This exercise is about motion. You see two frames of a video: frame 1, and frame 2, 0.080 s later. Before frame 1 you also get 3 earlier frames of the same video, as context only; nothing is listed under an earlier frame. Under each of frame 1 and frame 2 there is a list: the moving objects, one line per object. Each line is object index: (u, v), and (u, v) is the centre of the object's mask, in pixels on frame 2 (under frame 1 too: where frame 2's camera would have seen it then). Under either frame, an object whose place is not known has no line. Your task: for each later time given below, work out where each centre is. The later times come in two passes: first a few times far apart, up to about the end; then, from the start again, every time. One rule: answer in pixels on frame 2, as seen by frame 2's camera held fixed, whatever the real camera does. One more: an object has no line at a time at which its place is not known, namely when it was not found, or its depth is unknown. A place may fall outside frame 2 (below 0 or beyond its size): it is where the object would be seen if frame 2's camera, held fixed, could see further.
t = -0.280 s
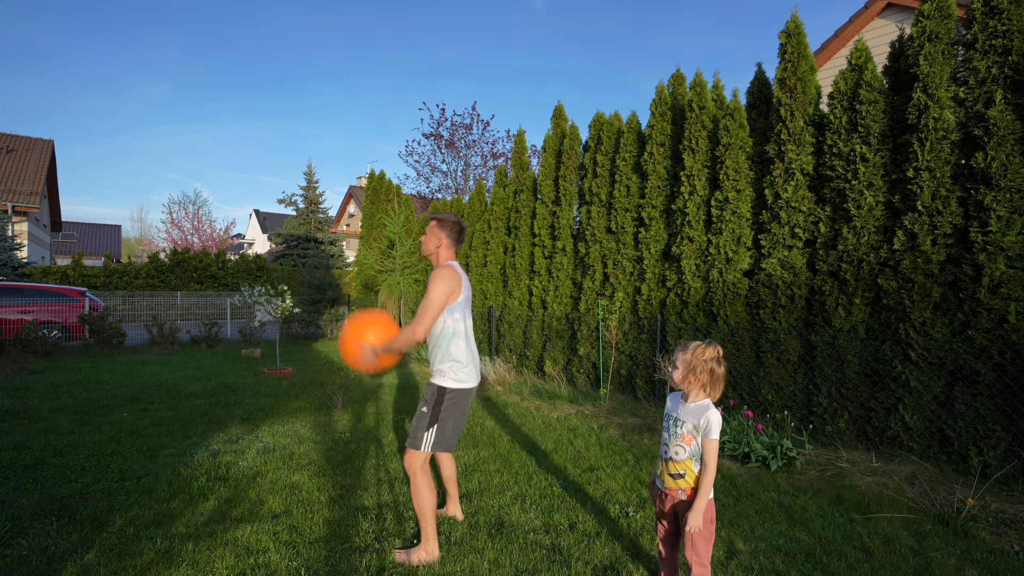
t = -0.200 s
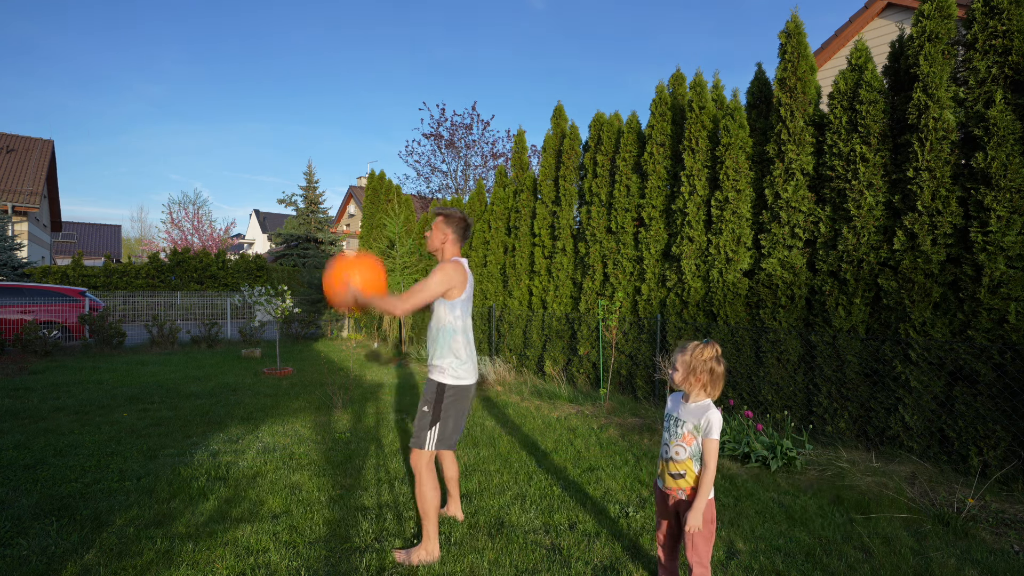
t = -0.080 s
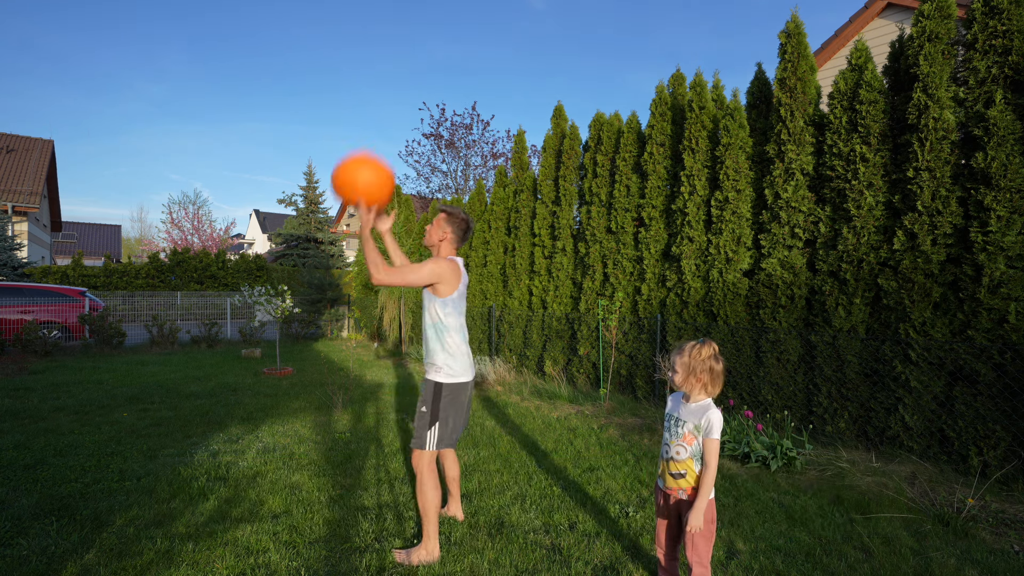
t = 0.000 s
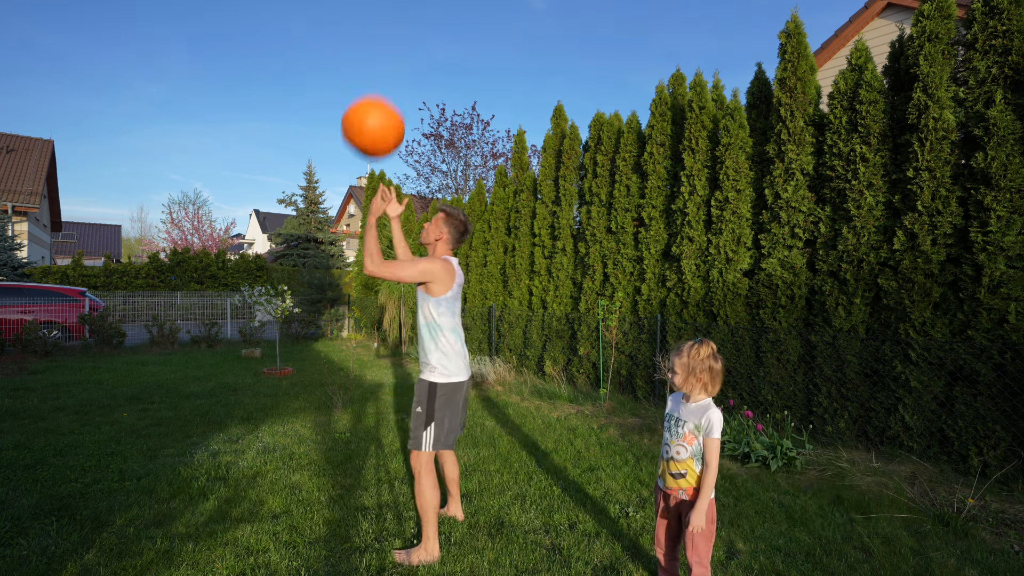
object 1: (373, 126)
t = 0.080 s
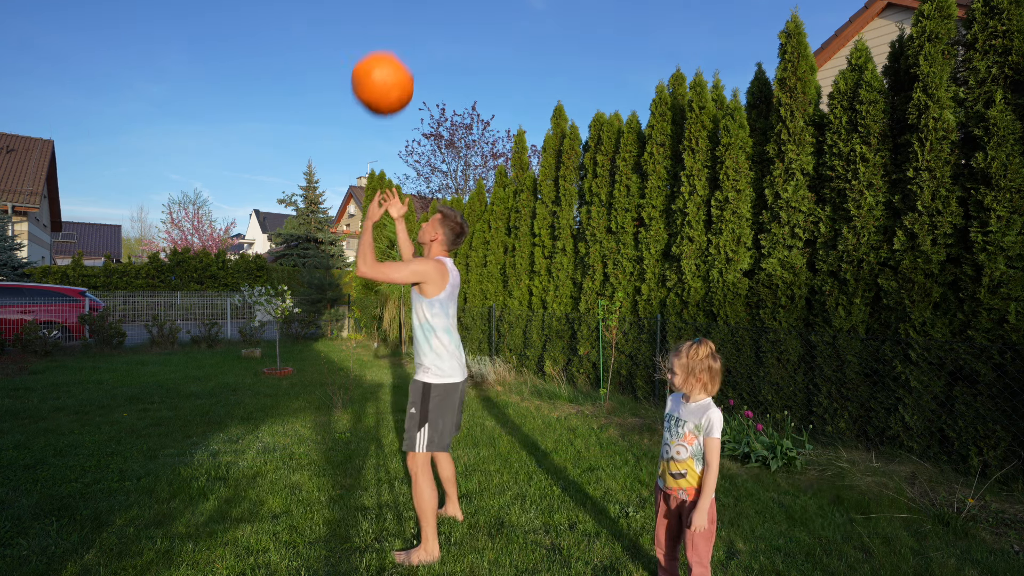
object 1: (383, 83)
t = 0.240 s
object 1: (400, 30)
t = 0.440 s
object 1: (418, 27)
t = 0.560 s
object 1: (428, 54)
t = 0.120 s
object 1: (387, 65)
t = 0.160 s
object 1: (391, 51)
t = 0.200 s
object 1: (396, 39)
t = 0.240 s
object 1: (400, 30)
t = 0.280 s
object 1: (404, 26)
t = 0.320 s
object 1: (408, 24)
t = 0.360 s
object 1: (412, 24)
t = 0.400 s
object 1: (415, 25)
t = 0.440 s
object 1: (418, 27)
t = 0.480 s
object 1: (421, 32)
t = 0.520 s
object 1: (425, 41)
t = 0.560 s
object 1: (428, 54)
